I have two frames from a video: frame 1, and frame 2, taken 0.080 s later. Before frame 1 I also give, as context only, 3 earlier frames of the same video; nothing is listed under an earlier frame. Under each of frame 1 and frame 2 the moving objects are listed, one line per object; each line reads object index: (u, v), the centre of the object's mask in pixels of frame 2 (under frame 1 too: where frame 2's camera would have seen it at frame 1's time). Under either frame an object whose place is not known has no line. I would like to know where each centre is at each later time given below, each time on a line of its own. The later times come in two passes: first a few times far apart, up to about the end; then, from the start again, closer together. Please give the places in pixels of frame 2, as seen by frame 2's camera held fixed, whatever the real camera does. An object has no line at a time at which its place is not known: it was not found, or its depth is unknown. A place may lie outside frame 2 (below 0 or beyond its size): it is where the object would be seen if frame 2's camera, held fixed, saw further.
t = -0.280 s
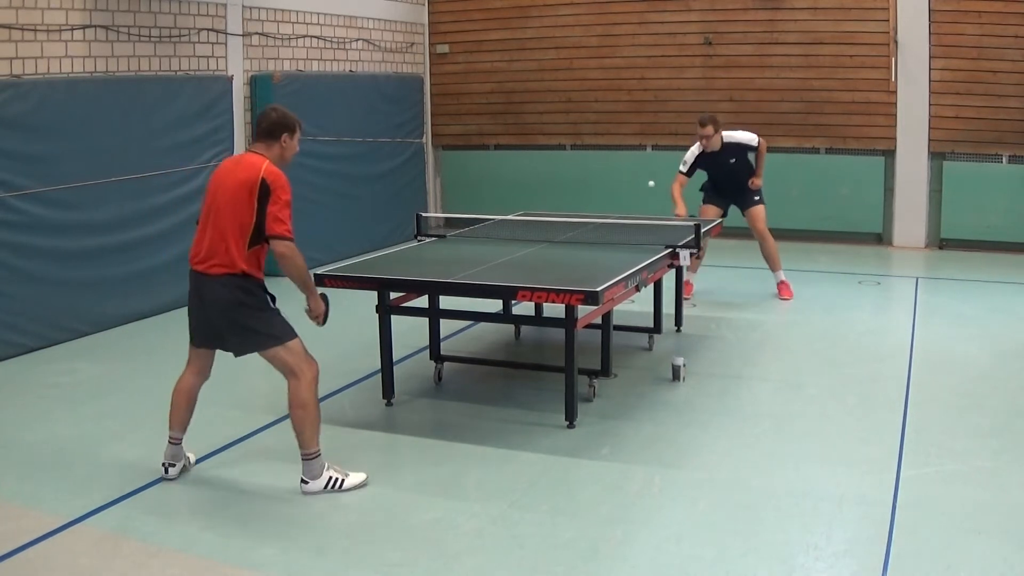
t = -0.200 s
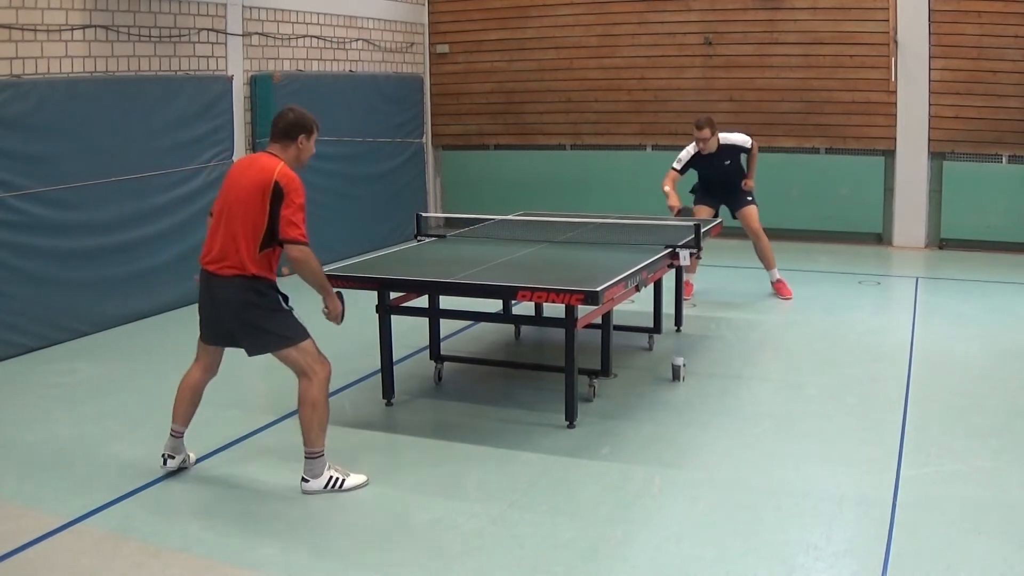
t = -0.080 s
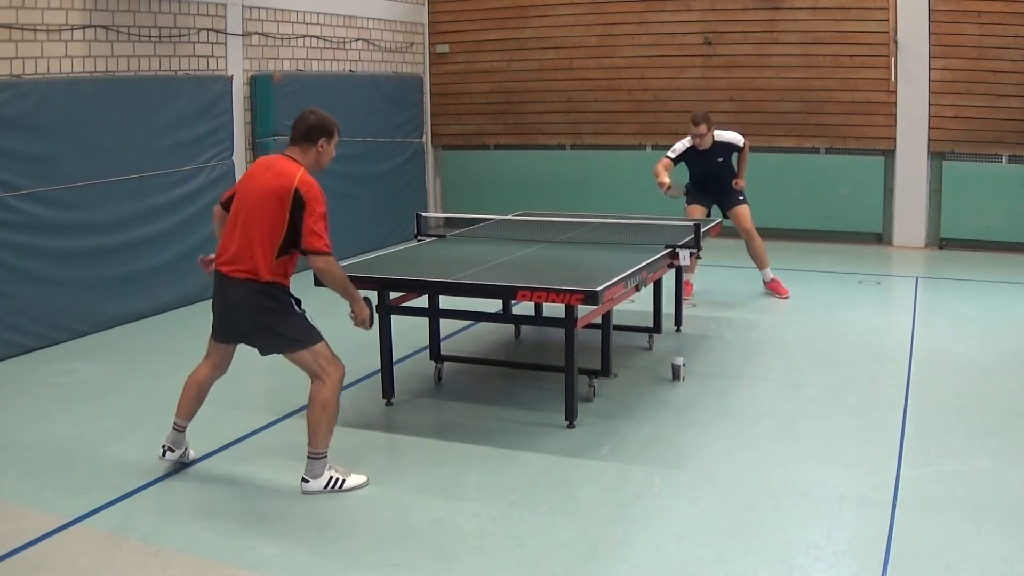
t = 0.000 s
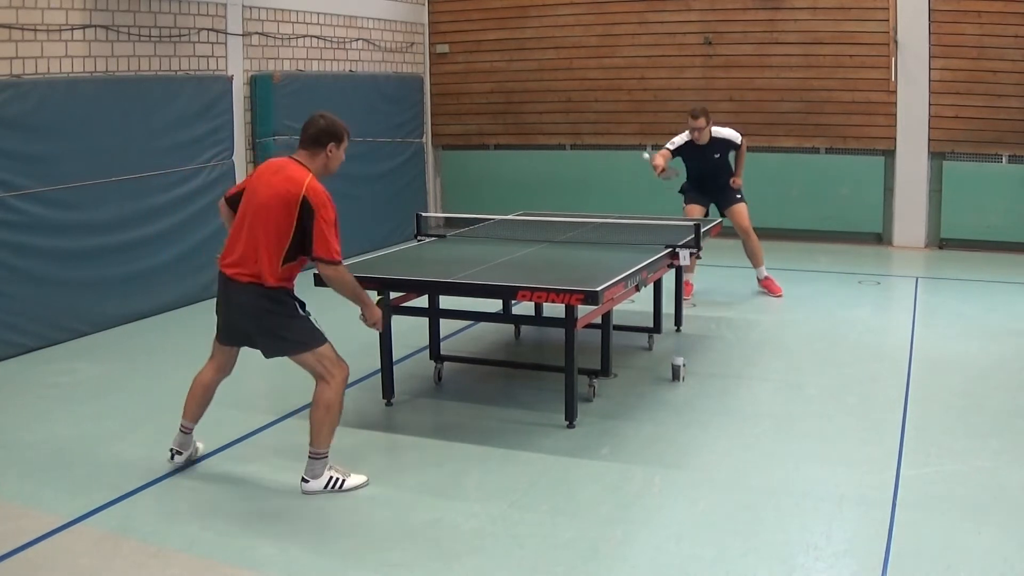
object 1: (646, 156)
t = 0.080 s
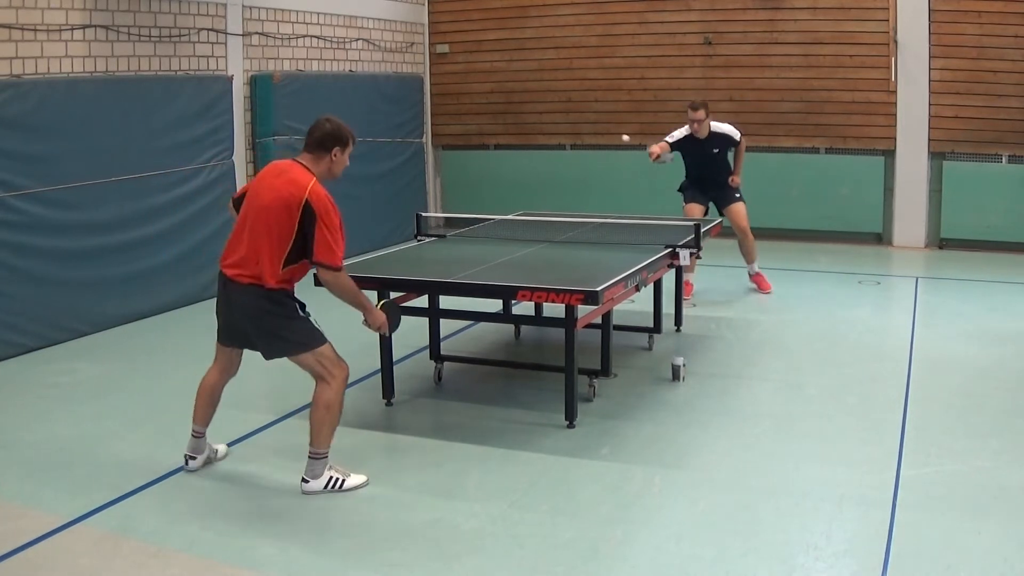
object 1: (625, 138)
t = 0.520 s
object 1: (511, 203)
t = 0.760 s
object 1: (461, 214)
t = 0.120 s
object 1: (615, 132)
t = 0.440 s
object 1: (532, 166)
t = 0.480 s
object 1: (521, 183)
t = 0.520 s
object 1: (511, 203)
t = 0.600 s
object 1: (490, 253)
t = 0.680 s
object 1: (474, 244)
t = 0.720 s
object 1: (467, 228)
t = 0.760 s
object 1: (461, 214)
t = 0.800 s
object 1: (455, 204)
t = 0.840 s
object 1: (448, 197)
